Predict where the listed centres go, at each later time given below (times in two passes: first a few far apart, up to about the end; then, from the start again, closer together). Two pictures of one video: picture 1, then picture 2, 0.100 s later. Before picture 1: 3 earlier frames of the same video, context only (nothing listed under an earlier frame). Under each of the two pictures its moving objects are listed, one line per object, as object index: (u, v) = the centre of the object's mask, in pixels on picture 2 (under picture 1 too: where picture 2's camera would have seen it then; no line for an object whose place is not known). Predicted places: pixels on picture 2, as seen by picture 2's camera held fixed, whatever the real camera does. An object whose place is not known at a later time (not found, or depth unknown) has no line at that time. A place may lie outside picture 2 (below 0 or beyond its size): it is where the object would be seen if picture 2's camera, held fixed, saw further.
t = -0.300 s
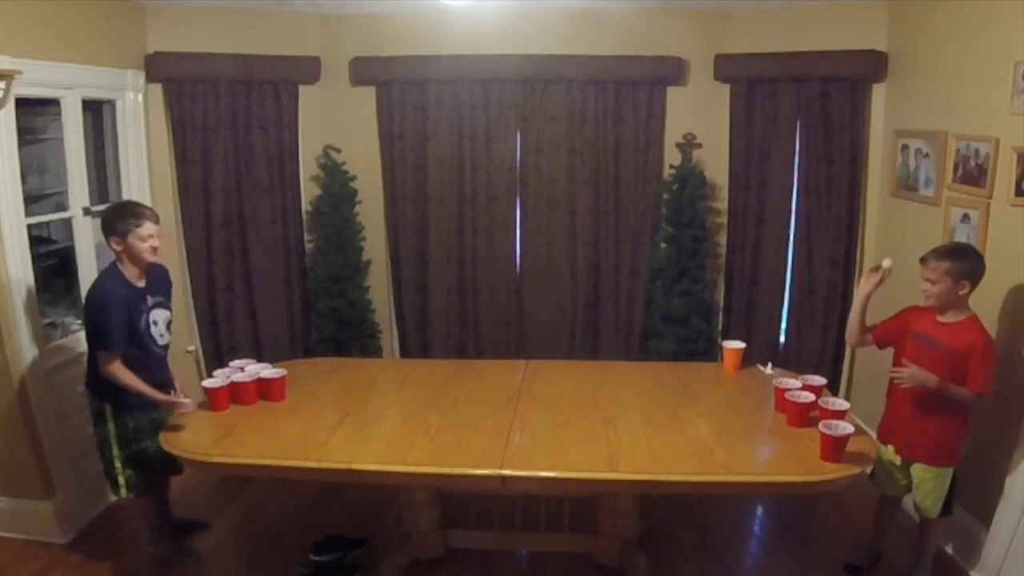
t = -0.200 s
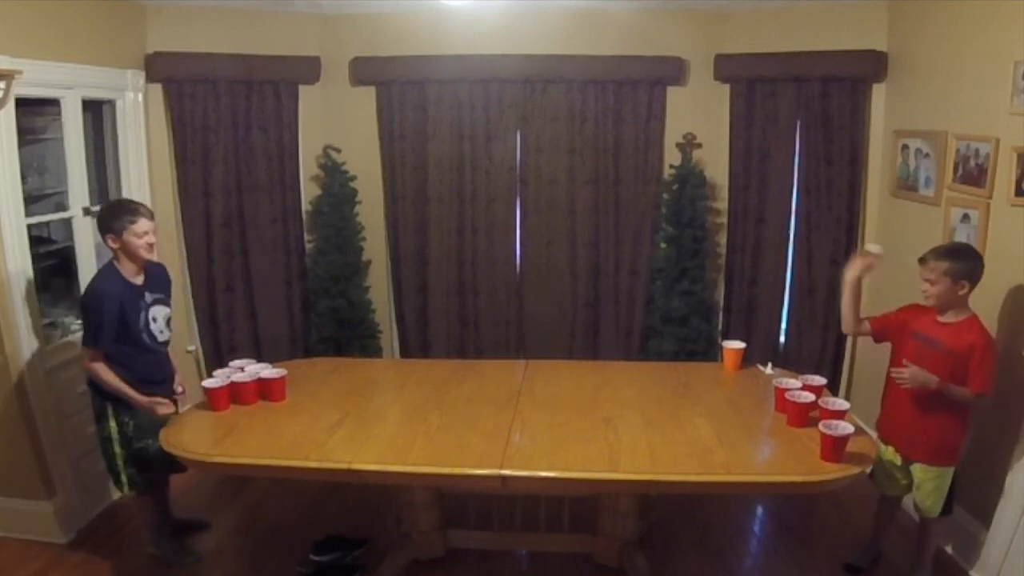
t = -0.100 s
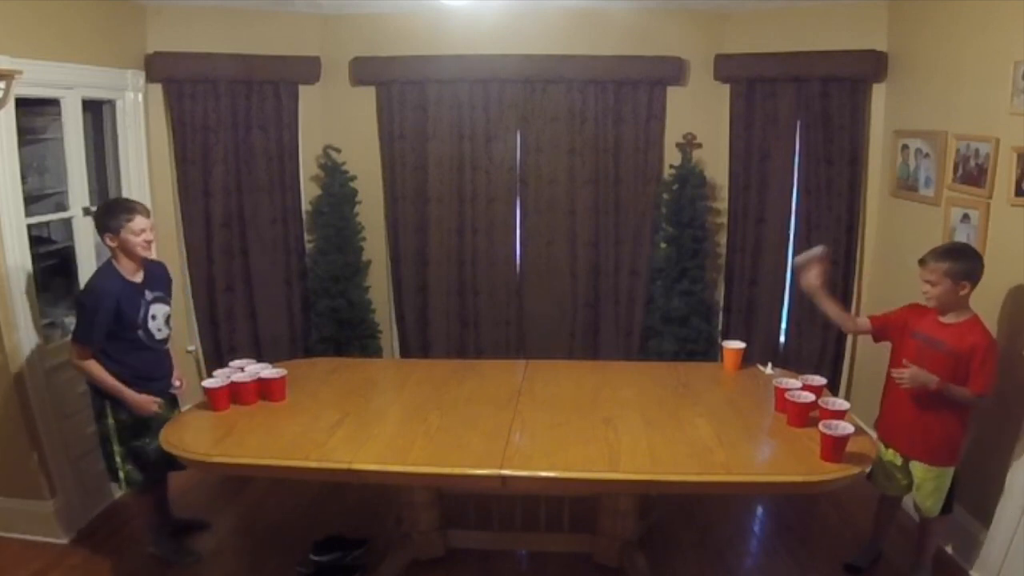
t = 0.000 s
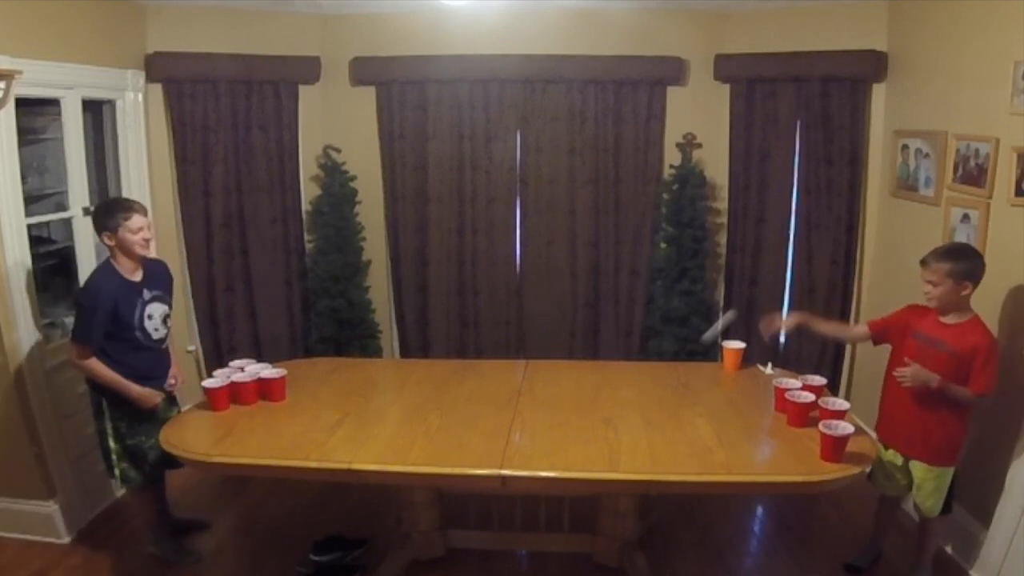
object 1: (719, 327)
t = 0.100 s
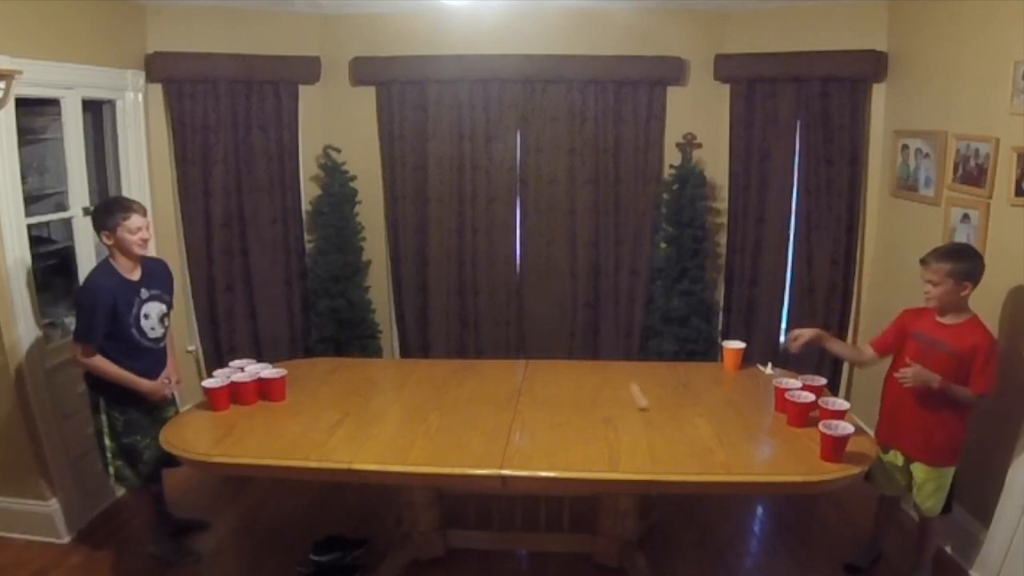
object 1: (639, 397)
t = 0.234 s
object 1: (583, 317)
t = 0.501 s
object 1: (465, 298)
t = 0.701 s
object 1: (389, 407)
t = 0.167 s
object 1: (611, 350)
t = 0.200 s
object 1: (597, 332)
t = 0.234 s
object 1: (583, 317)
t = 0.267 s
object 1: (568, 303)
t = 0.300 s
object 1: (553, 293)
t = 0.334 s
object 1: (538, 286)
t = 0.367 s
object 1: (523, 282)
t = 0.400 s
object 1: (509, 281)
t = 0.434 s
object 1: (494, 284)
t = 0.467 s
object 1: (479, 290)
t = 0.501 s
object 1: (465, 298)
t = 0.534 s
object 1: (450, 310)
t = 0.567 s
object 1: (437, 324)
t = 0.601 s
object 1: (424, 342)
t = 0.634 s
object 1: (412, 360)
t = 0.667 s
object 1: (400, 382)
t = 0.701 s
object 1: (389, 407)
